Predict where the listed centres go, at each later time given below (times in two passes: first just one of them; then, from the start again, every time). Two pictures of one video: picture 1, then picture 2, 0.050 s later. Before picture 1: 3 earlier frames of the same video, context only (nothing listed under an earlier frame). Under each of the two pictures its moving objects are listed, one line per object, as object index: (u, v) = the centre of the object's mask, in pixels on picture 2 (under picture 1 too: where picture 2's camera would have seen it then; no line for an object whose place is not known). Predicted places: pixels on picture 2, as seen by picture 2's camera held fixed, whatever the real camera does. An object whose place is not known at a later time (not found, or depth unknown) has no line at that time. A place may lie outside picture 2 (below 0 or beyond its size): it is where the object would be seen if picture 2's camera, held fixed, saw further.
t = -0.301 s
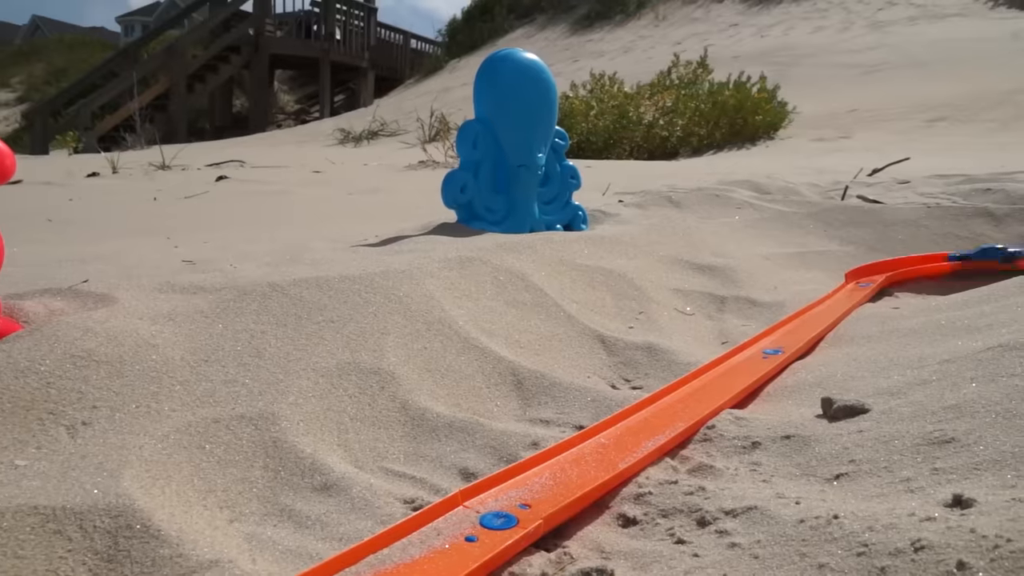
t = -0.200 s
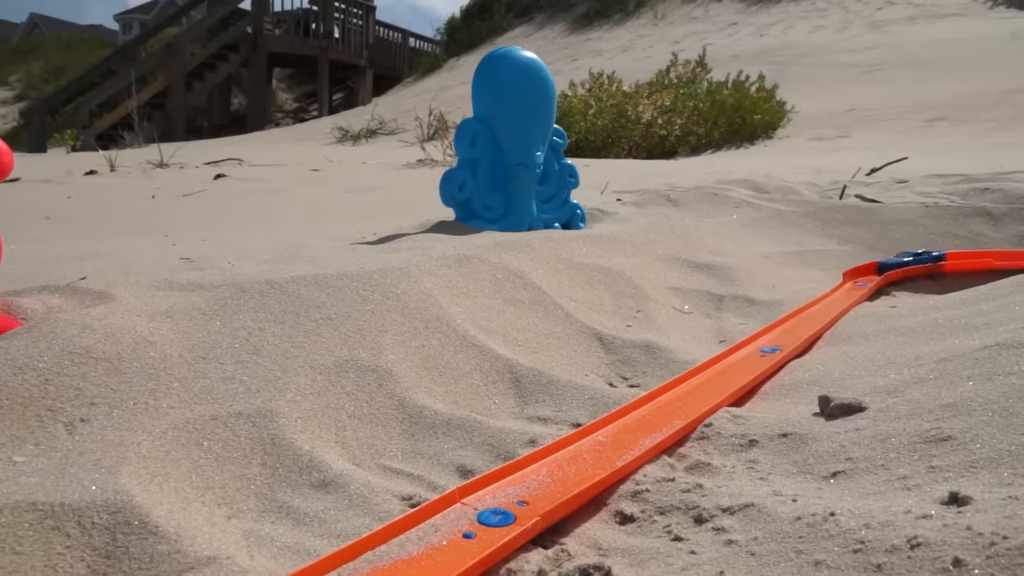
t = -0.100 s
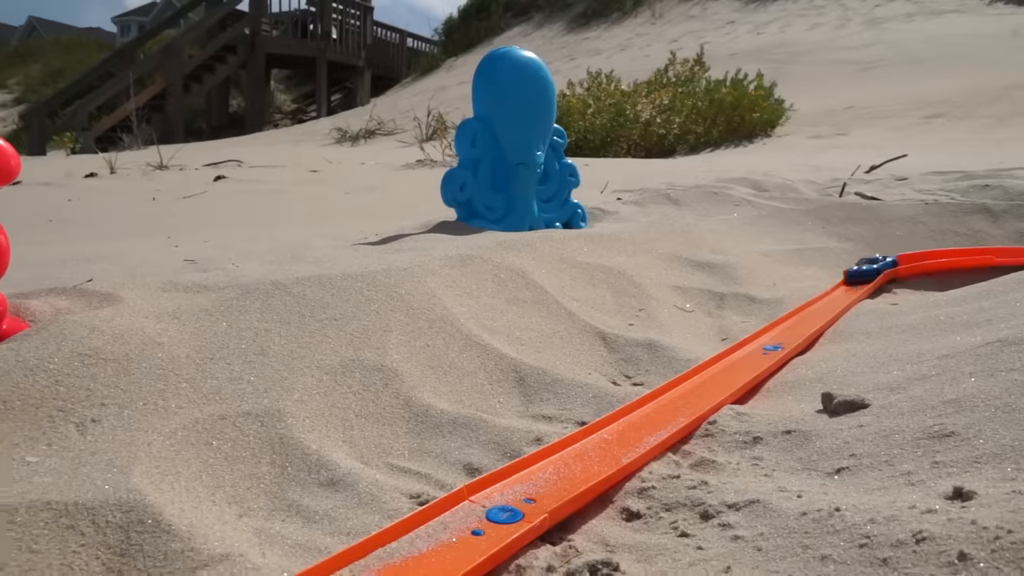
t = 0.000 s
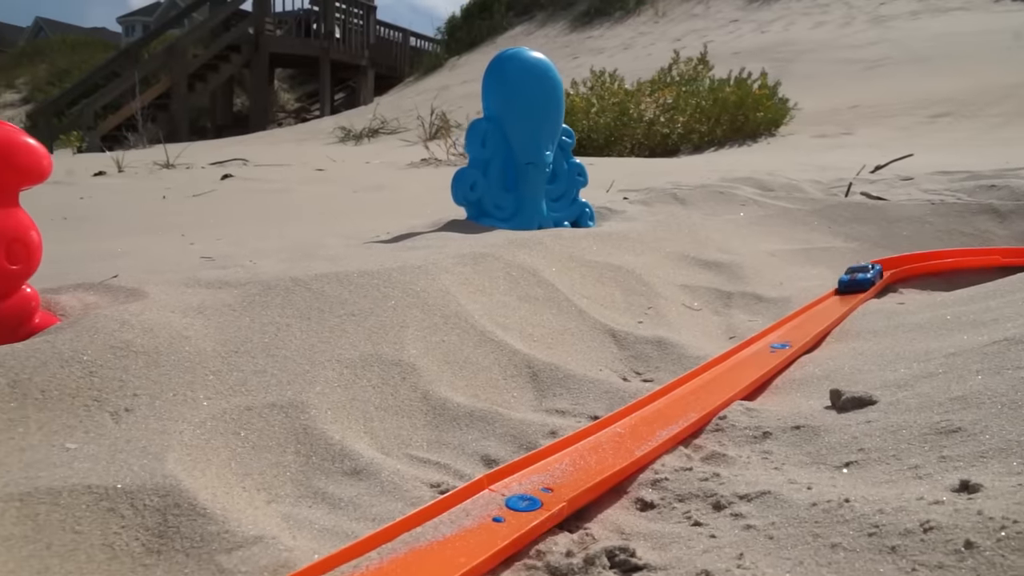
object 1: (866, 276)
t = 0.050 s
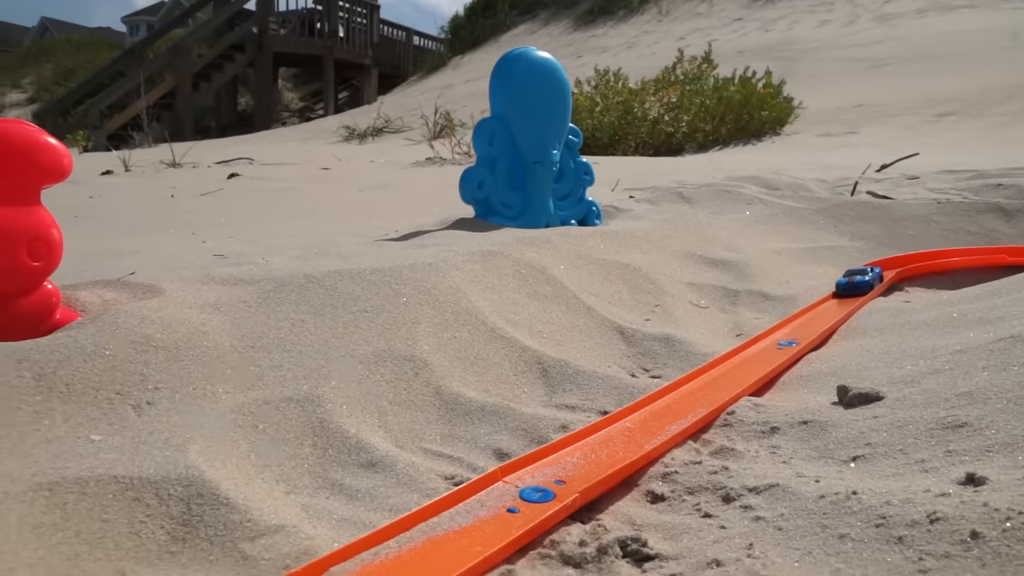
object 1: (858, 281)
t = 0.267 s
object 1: (822, 308)
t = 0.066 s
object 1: (856, 283)
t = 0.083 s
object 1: (854, 285)
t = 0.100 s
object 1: (852, 286)
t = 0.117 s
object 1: (849, 289)
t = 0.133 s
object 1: (846, 291)
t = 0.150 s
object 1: (843, 292)
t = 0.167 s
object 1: (841, 294)
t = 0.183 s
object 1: (838, 297)
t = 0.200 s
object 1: (835, 298)
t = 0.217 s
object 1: (831, 300)
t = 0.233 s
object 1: (828, 303)
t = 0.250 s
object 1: (825, 305)
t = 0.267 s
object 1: (822, 308)
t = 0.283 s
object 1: (818, 311)
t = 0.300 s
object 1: (814, 313)
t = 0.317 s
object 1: (810, 316)
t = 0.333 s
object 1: (807, 319)
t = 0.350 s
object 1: (803, 323)
